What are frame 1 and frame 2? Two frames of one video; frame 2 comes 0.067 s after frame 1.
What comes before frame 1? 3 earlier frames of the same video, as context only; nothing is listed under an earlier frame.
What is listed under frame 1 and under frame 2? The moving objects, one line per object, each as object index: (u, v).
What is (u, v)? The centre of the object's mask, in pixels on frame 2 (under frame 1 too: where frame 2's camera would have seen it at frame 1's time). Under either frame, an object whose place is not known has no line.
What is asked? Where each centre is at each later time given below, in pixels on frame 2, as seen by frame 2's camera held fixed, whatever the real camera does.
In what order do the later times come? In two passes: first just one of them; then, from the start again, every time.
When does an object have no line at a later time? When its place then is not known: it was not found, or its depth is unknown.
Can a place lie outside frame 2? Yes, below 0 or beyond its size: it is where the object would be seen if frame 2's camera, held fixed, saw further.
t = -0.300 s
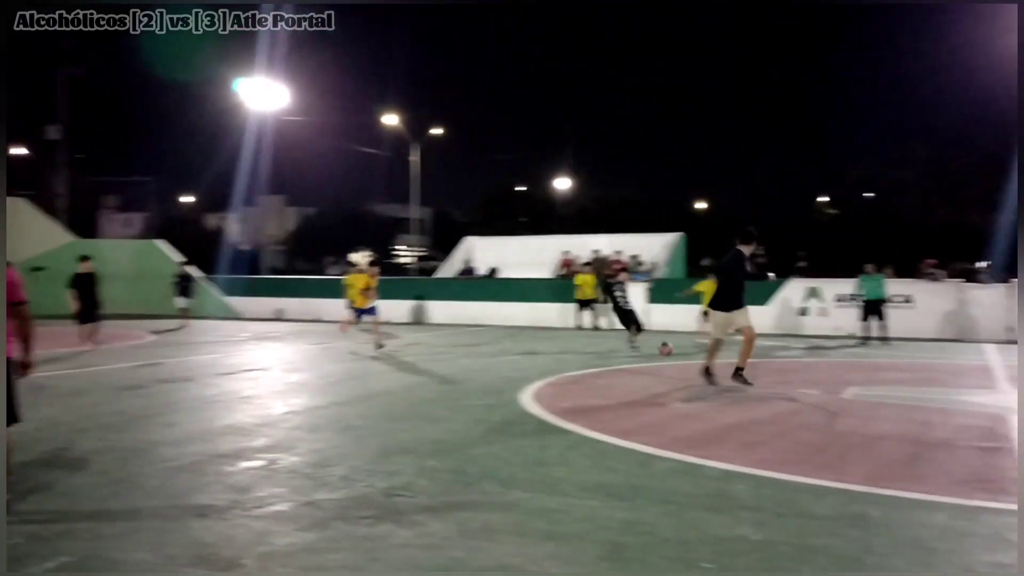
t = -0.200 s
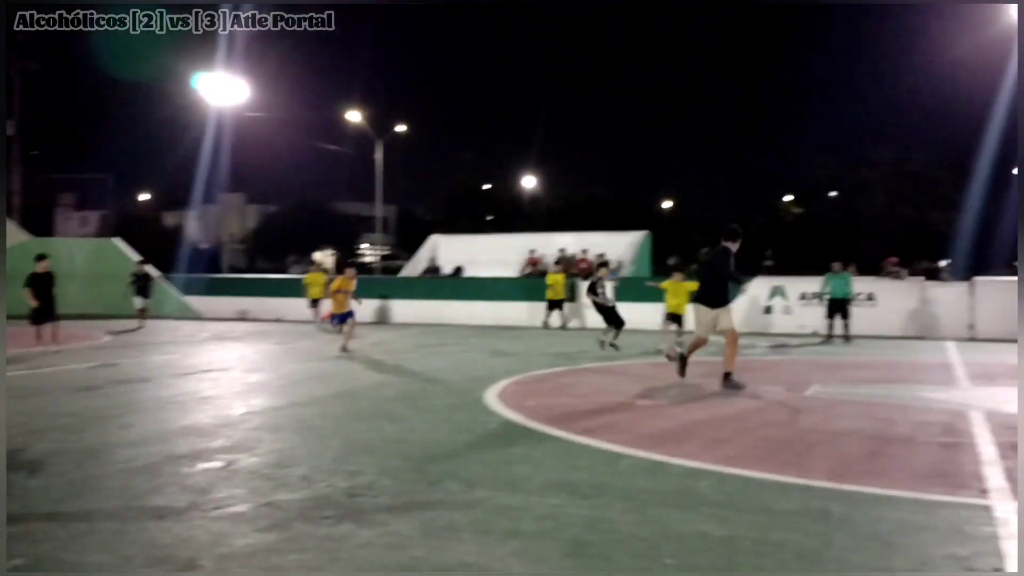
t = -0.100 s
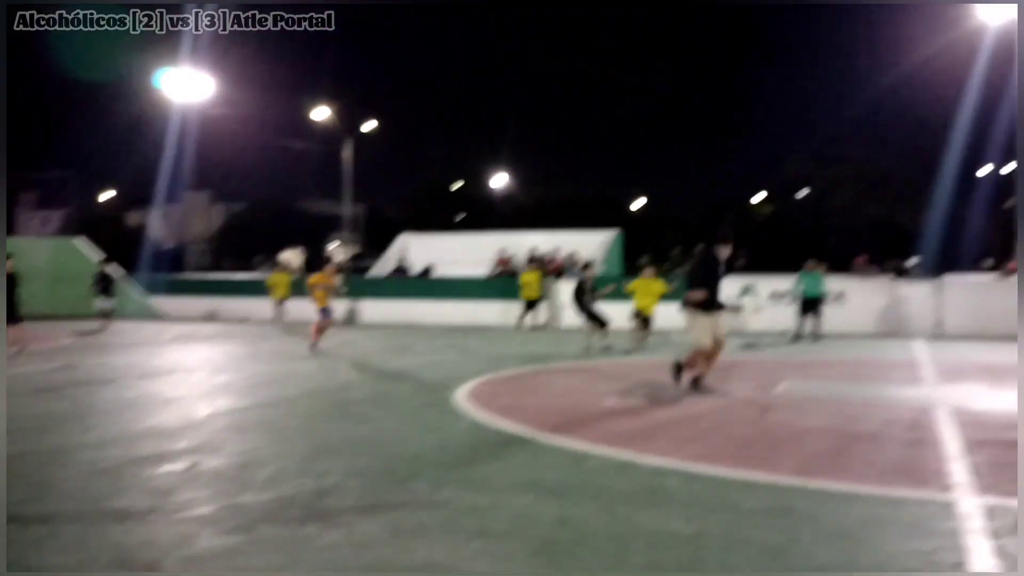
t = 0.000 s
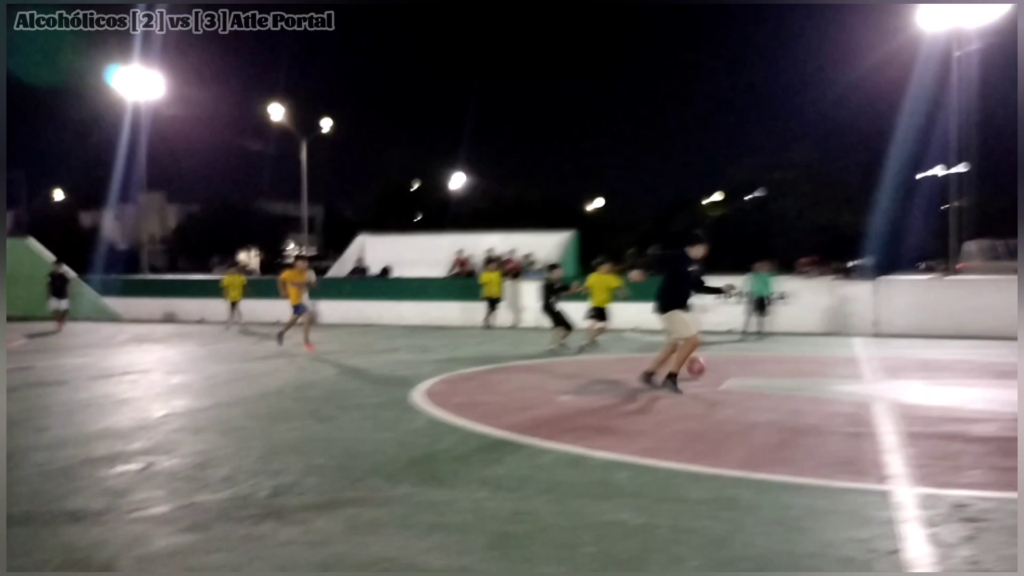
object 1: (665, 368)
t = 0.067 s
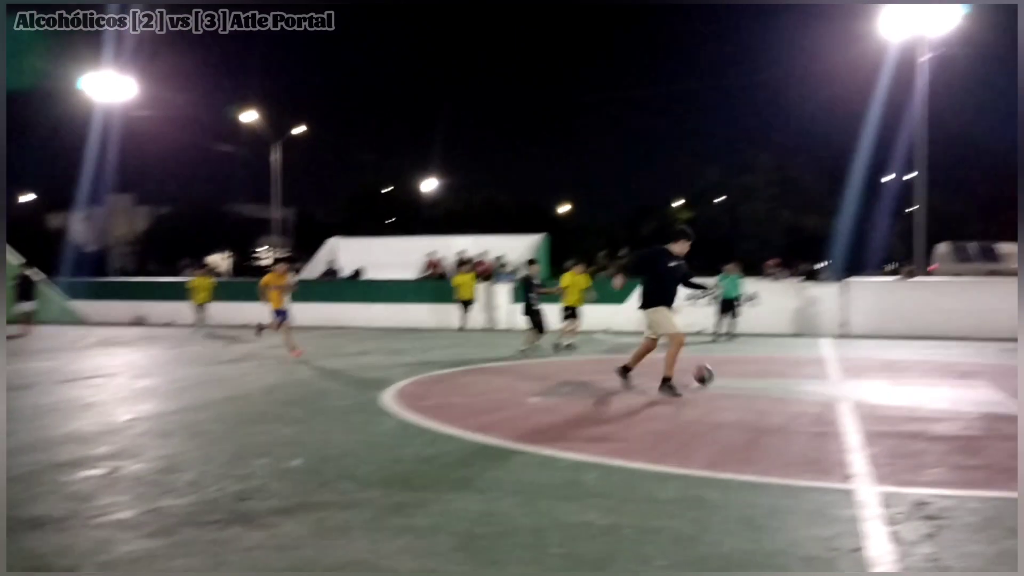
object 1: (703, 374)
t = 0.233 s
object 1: (818, 392)
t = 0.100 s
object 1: (724, 377)
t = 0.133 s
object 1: (746, 381)
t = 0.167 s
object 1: (770, 387)
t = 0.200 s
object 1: (794, 389)
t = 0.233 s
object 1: (818, 392)
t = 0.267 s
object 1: (846, 397)
